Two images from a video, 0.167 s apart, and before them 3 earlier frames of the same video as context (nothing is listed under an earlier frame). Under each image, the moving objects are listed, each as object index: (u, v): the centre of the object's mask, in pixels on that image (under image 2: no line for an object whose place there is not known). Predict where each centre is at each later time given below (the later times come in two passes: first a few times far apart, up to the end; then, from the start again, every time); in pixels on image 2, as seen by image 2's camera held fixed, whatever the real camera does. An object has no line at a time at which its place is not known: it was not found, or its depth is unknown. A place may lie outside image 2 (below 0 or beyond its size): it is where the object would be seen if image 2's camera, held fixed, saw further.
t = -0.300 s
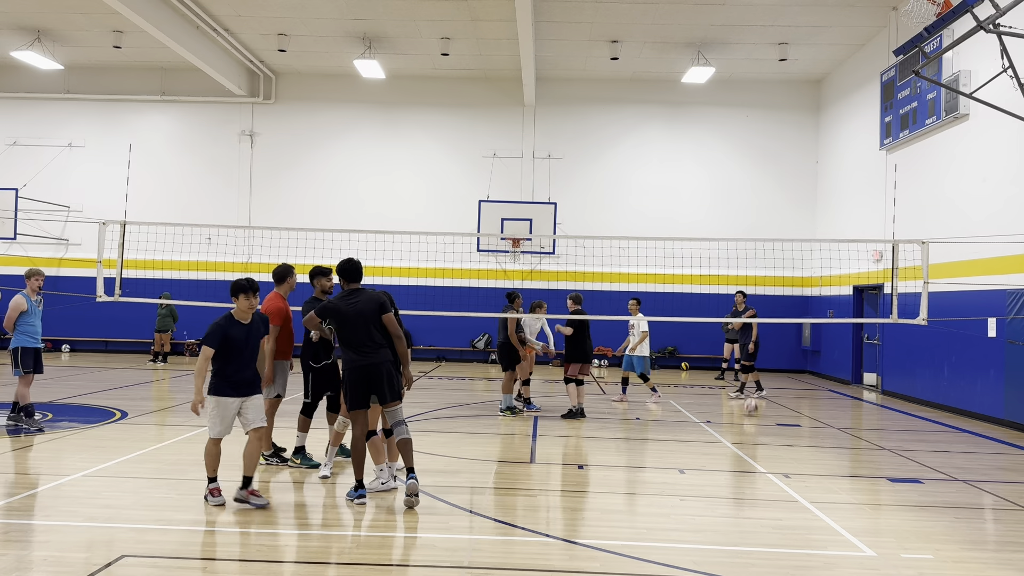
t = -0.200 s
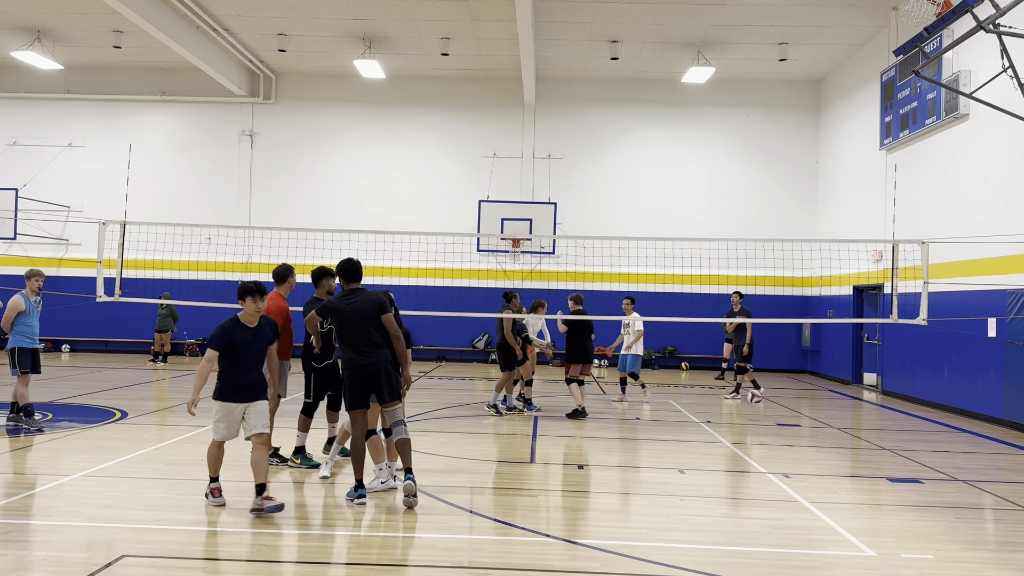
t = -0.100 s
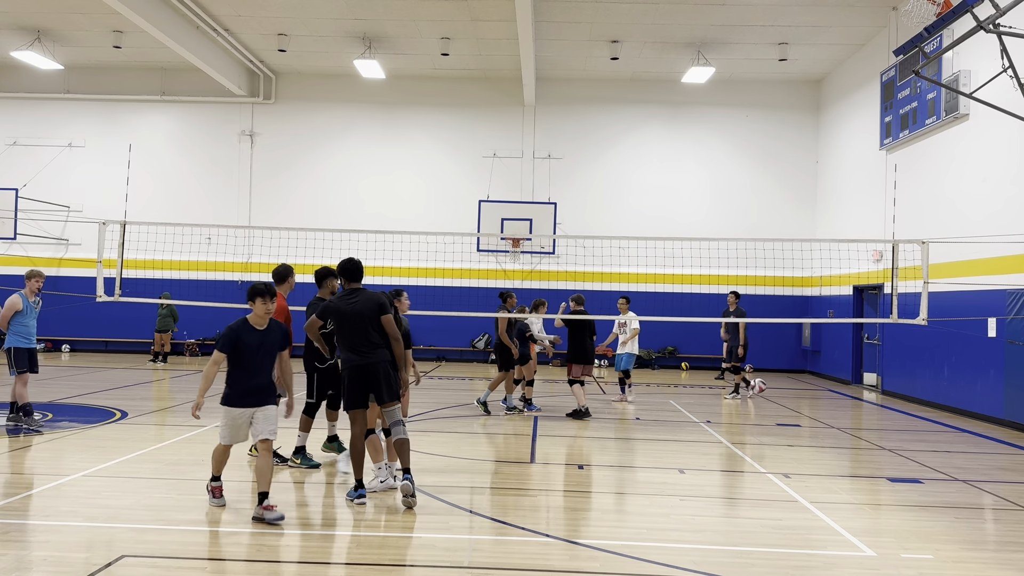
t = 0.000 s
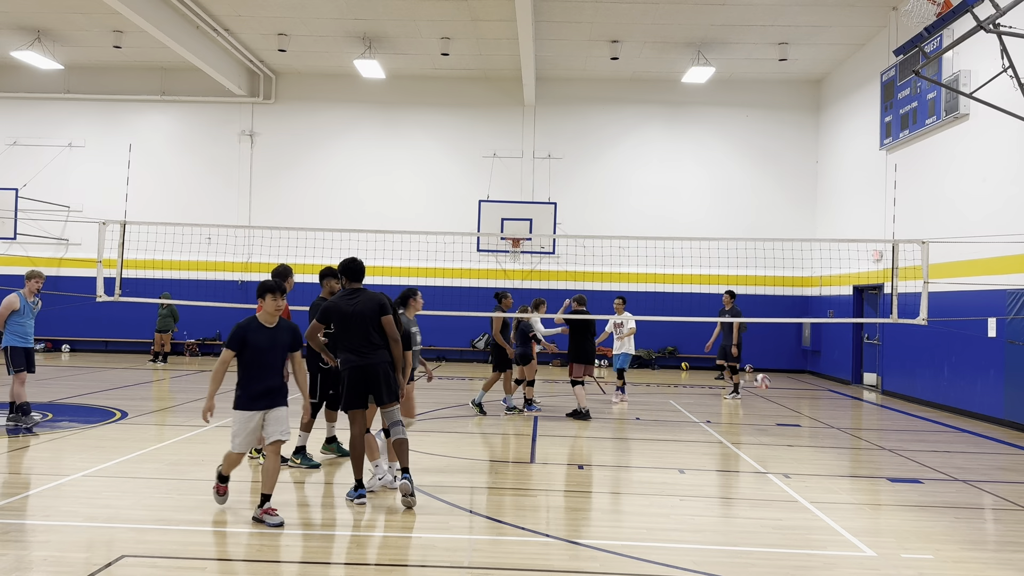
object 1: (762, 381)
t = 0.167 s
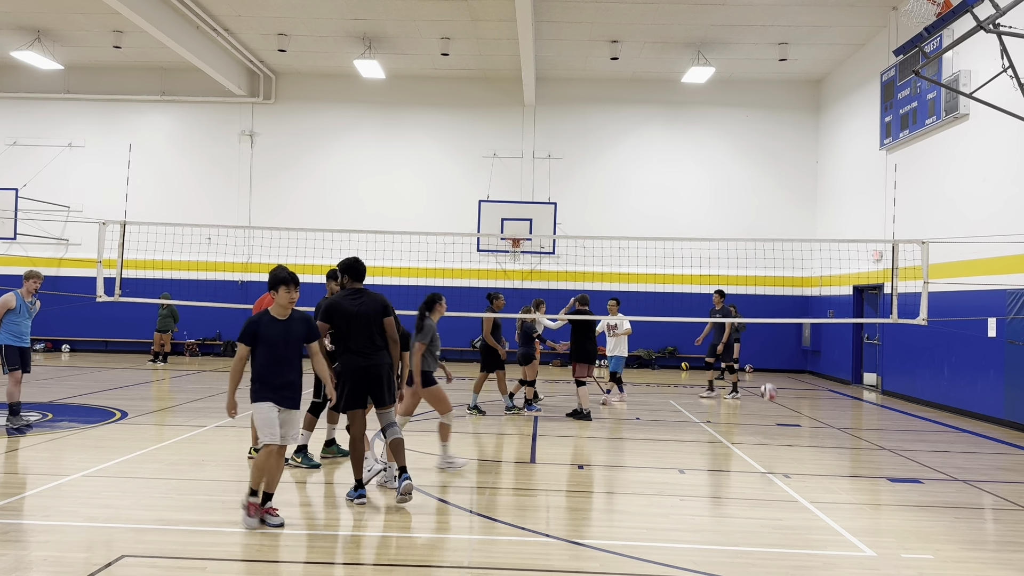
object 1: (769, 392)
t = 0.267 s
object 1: (773, 409)
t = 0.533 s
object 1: (786, 419)
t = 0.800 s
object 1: (802, 441)
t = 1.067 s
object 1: (822, 465)
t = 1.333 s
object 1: (848, 516)
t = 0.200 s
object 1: (770, 397)
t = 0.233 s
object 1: (772, 402)
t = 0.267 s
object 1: (773, 409)
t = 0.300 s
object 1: (775, 418)
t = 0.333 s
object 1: (776, 427)
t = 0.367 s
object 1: (778, 438)
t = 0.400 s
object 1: (780, 434)
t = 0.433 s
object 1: (781, 429)
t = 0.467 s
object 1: (783, 425)
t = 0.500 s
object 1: (785, 421)
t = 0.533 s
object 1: (786, 419)
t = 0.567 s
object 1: (789, 418)
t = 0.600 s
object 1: (790, 418)
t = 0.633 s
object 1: (792, 418)
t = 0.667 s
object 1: (794, 420)
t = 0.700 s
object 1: (796, 424)
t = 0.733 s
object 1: (798, 428)
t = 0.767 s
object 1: (800, 434)
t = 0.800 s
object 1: (802, 441)
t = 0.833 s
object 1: (804, 449)
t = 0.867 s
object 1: (806, 459)
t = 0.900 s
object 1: (808, 470)
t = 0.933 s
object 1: (811, 475)
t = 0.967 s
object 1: (814, 470)
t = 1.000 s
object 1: (816, 467)
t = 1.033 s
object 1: (819, 466)
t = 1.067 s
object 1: (822, 465)
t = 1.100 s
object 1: (825, 466)
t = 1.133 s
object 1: (828, 468)
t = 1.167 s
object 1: (831, 472)
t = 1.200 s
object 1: (834, 477)
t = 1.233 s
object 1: (838, 484)
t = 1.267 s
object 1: (841, 492)
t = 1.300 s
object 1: (844, 503)
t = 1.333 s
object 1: (848, 516)
